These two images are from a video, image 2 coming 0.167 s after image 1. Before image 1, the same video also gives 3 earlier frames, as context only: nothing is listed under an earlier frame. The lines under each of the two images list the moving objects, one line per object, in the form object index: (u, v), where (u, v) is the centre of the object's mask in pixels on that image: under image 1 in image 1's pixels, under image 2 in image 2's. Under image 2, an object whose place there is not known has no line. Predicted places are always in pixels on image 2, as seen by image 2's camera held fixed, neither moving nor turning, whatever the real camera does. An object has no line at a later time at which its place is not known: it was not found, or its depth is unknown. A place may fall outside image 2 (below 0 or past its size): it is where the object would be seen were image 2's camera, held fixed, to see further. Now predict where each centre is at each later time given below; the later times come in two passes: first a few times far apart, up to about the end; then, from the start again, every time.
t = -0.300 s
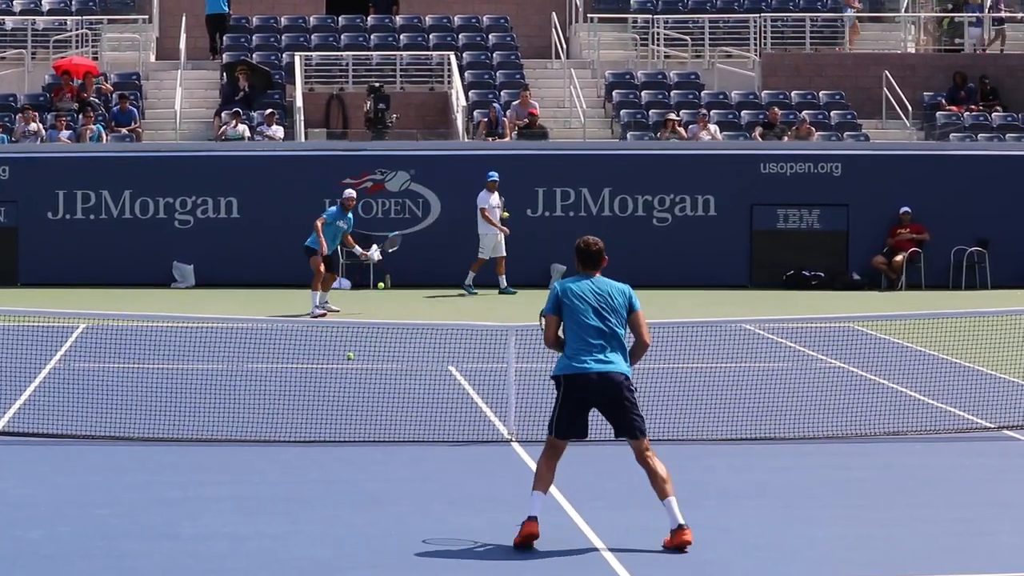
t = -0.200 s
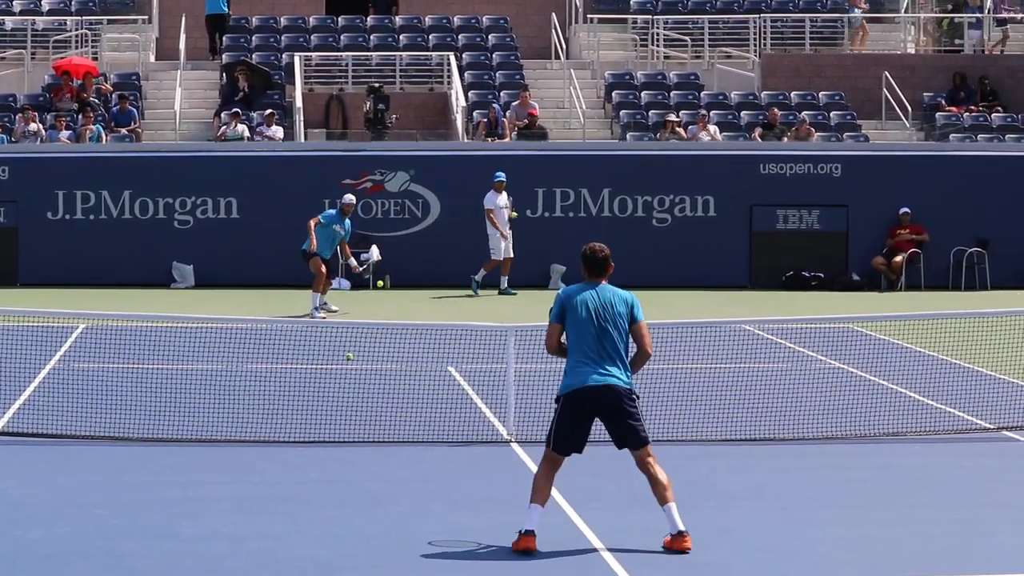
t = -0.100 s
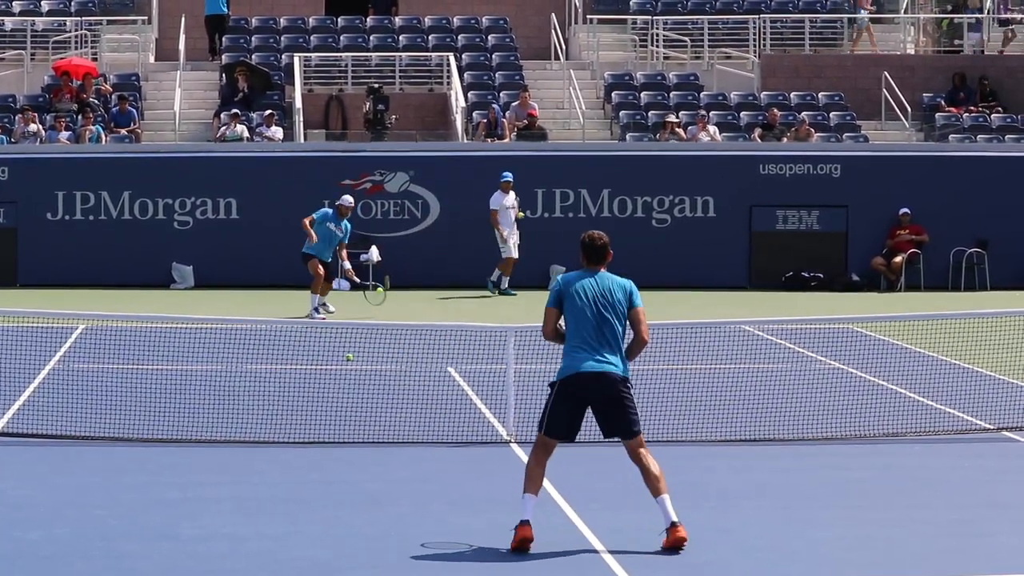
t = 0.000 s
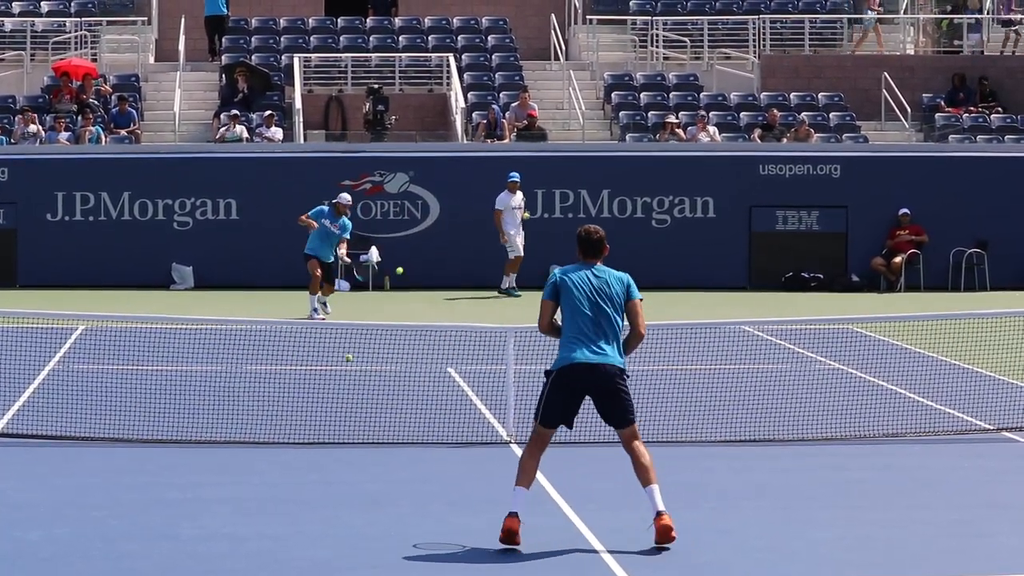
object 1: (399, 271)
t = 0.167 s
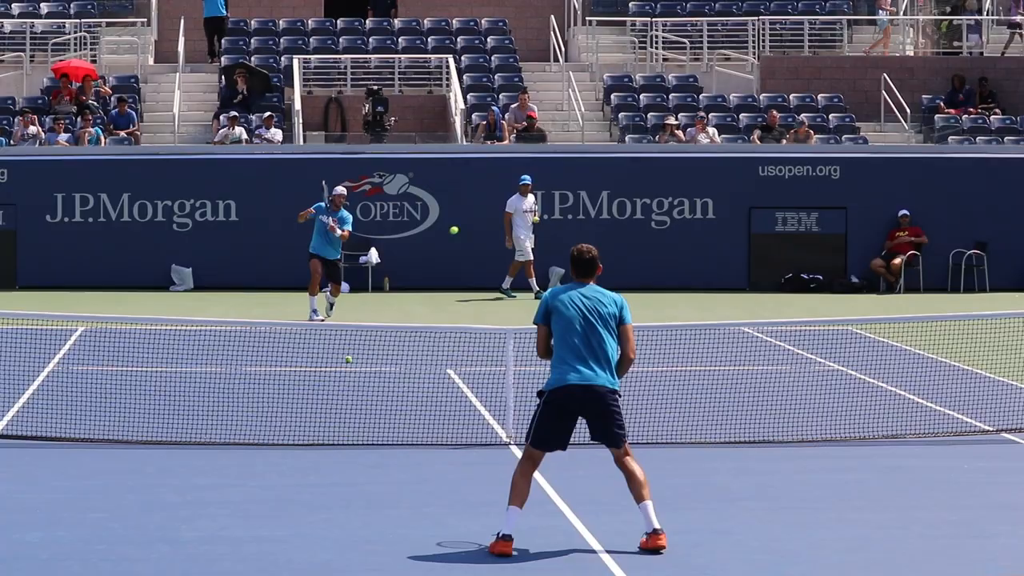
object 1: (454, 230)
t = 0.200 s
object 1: (467, 224)
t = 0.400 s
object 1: (556, 202)
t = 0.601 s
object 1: (683, 238)
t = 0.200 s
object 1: (467, 224)
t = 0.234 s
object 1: (478, 217)
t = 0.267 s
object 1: (492, 213)
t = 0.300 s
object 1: (506, 208)
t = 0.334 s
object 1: (521, 202)
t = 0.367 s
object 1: (538, 201)
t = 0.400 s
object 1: (556, 202)
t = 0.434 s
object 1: (576, 206)
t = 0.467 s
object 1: (598, 210)
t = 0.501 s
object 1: (615, 211)
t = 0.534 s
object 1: (639, 220)
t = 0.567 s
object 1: (659, 228)
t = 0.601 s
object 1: (683, 238)
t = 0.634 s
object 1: (712, 250)
